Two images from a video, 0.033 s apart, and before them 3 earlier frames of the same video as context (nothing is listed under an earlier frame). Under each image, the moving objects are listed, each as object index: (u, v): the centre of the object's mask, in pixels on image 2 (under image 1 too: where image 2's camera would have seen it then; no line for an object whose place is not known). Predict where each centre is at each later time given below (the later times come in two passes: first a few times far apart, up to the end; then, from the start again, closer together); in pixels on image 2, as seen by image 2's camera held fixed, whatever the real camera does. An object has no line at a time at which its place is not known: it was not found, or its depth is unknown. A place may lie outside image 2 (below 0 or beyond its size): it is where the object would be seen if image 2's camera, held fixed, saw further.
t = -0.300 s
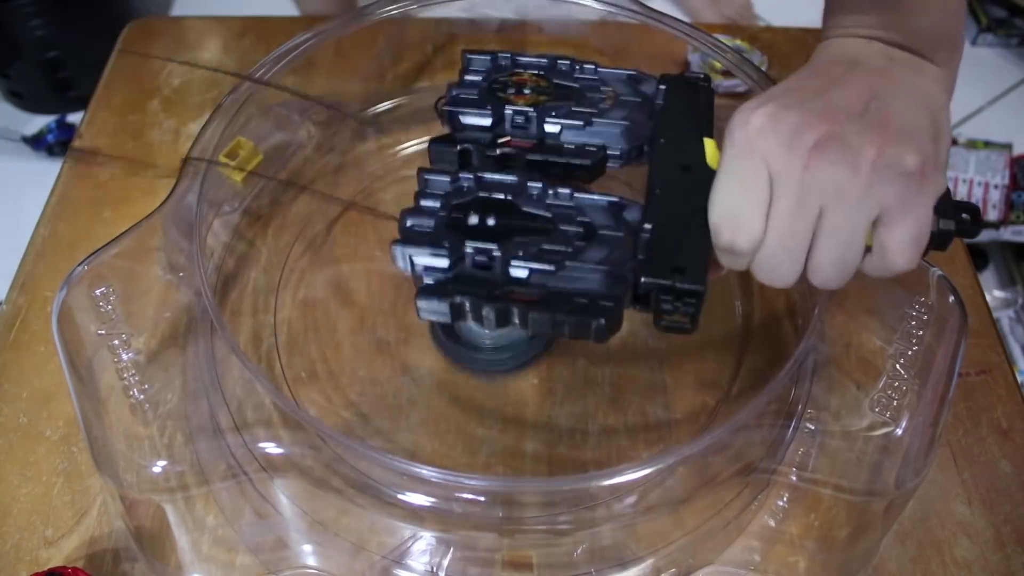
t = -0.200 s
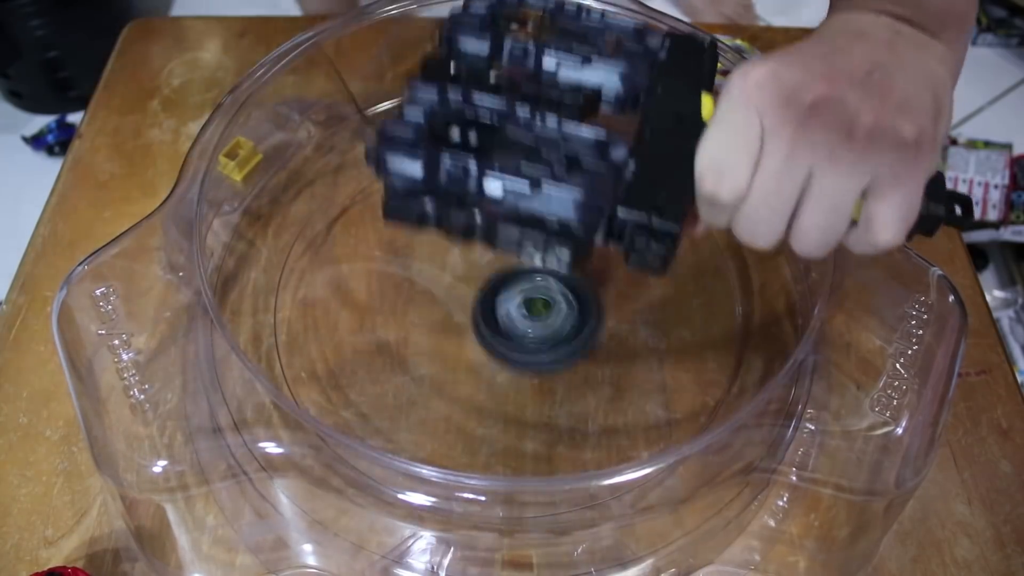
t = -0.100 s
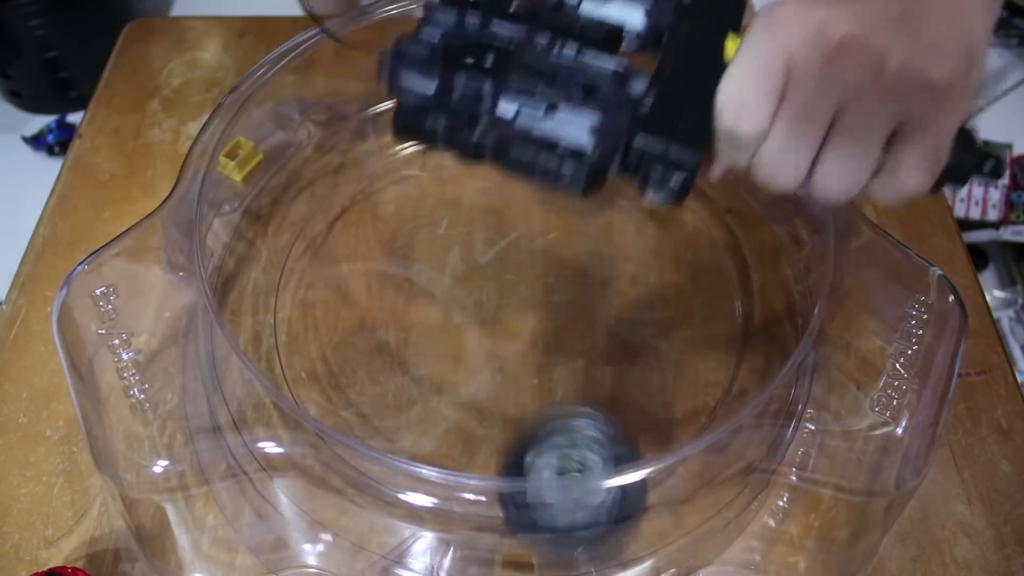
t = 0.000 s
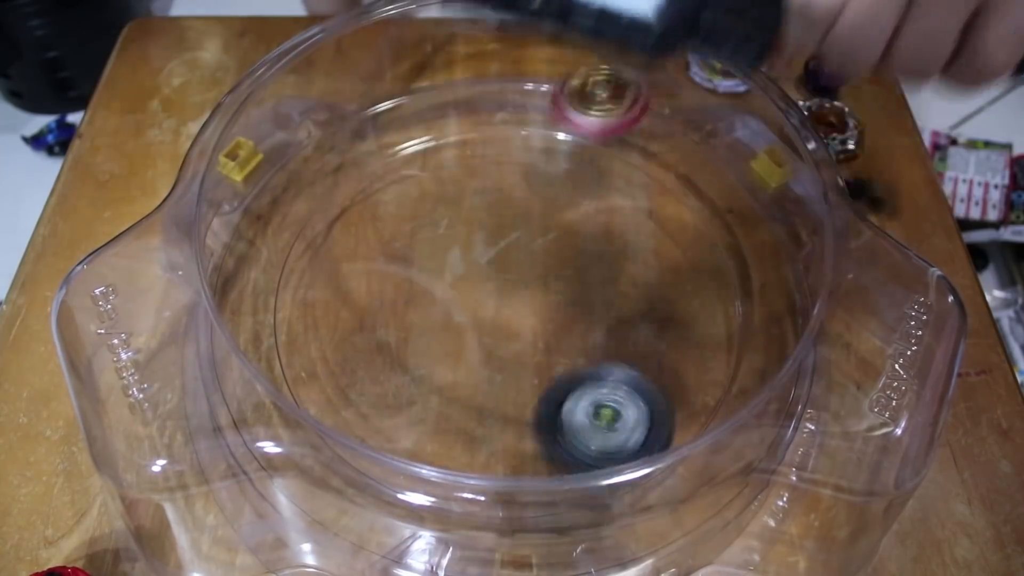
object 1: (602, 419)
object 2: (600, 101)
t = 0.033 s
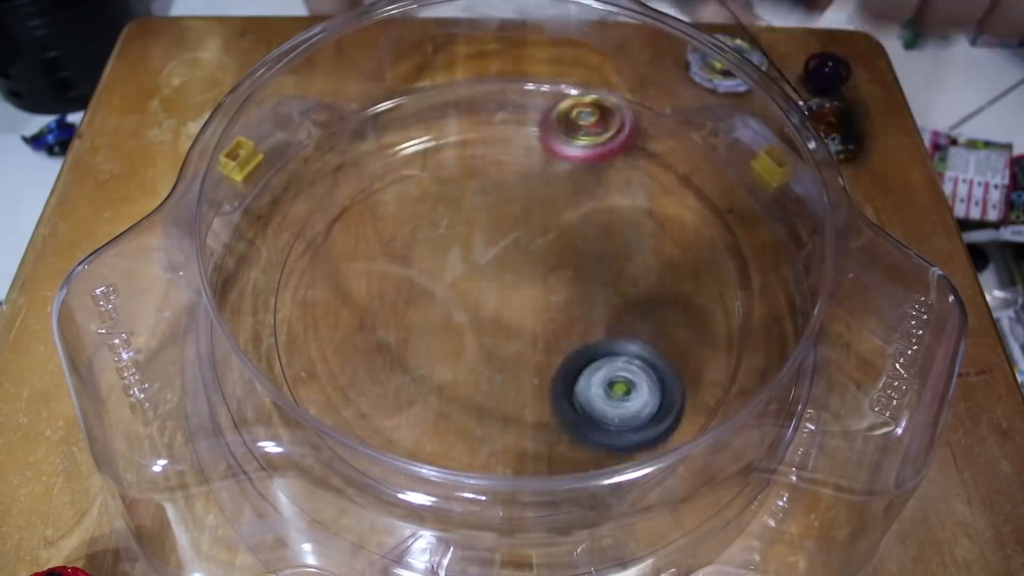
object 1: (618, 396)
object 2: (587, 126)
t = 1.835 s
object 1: (433, 94)
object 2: (317, 273)
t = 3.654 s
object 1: (456, 150)
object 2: (455, 343)
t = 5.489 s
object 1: (436, 254)
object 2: (621, 373)
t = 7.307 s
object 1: (430, 335)
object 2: (544, 306)
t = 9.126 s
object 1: (458, 257)
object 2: (574, 268)
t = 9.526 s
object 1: (451, 279)
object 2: (561, 308)
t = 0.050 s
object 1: (623, 388)
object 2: (580, 136)
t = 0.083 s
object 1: (631, 374)
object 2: (562, 167)
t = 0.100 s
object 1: (638, 347)
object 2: (553, 185)
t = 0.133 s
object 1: (650, 308)
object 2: (535, 221)
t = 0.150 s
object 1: (654, 292)
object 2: (527, 236)
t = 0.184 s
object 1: (653, 255)
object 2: (510, 272)
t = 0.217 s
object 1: (646, 220)
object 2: (496, 299)
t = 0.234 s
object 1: (637, 199)
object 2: (488, 315)
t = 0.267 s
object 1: (618, 168)
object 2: (473, 340)
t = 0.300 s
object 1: (591, 136)
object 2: (460, 360)
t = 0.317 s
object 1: (577, 125)
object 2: (454, 366)
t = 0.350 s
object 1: (540, 103)
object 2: (442, 379)
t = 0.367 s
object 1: (520, 96)
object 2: (436, 381)
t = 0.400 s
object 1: (480, 85)
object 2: (425, 382)
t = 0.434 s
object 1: (439, 80)
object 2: (416, 379)
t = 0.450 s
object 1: (415, 78)
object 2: (412, 376)
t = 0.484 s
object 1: (398, 109)
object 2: (407, 364)
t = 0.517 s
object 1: (384, 154)
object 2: (405, 349)
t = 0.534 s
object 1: (377, 178)
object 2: (406, 340)
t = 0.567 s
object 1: (360, 228)
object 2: (410, 320)
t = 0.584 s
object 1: (346, 231)
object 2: (424, 325)
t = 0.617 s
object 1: (312, 231)
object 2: (463, 341)
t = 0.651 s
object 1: (278, 244)
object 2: (501, 366)
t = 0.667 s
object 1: (269, 247)
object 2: (520, 369)
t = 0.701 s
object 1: (258, 258)
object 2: (554, 379)
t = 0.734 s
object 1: (254, 280)
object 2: (582, 384)
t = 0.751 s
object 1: (240, 289)
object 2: (596, 387)
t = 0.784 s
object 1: (235, 311)
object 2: (618, 388)
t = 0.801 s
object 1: (237, 321)
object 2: (625, 389)
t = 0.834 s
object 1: (246, 347)
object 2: (638, 388)
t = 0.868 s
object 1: (264, 373)
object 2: (642, 386)
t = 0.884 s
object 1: (277, 390)
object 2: (642, 385)
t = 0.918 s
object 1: (306, 409)
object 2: (638, 385)
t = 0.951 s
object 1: (345, 429)
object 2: (626, 384)
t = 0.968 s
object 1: (368, 437)
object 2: (618, 384)
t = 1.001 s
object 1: (416, 453)
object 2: (602, 385)
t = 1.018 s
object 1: (445, 451)
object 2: (594, 386)
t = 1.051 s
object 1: (501, 439)
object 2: (583, 385)
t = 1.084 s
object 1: (522, 453)
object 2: (591, 355)
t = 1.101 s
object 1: (532, 464)
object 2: (596, 340)
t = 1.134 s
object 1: (549, 486)
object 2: (609, 310)
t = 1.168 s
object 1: (571, 493)
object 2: (612, 281)
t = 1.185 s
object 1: (583, 491)
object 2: (613, 269)
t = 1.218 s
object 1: (605, 481)
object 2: (614, 243)
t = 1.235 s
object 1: (620, 475)
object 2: (613, 232)
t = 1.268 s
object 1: (649, 462)
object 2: (610, 215)
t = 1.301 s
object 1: (674, 440)
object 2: (607, 200)
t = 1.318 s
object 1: (683, 426)
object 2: (605, 195)
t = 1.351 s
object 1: (694, 397)
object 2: (601, 188)
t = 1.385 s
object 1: (702, 358)
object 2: (597, 186)
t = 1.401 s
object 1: (701, 336)
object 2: (595, 185)
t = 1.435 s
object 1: (696, 294)
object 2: (590, 188)
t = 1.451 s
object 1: (689, 270)
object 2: (588, 192)
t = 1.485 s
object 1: (676, 231)
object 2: (579, 198)
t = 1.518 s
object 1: (683, 204)
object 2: (545, 190)
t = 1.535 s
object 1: (683, 191)
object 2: (530, 187)
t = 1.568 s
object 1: (674, 168)
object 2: (501, 183)
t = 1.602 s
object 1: (653, 149)
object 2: (476, 182)
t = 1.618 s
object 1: (639, 143)
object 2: (465, 179)
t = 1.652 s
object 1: (605, 133)
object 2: (444, 181)
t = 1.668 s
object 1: (586, 129)
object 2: (436, 182)
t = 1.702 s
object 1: (545, 123)
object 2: (423, 185)
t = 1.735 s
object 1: (498, 120)
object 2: (415, 188)
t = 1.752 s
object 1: (477, 118)
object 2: (406, 195)
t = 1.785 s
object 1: (459, 101)
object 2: (367, 227)
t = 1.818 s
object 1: (442, 95)
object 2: (333, 257)
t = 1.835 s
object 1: (433, 94)
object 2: (317, 273)
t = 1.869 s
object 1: (409, 94)
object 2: (286, 305)
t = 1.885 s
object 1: (397, 97)
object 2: (280, 314)
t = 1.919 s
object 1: (374, 110)
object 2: (269, 340)
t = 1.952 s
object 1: (351, 129)
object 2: (260, 366)
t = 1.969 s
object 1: (341, 141)
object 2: (259, 380)
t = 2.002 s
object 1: (324, 167)
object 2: (258, 400)
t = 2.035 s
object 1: (311, 201)
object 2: (262, 416)
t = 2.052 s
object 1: (308, 221)
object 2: (265, 421)
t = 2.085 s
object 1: (306, 264)
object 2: (274, 430)
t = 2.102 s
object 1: (308, 287)
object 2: (280, 434)
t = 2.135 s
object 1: (324, 331)
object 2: (293, 437)
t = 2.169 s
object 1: (361, 345)
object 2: (293, 475)
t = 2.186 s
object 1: (383, 345)
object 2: (293, 472)
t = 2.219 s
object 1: (427, 348)
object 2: (294, 448)
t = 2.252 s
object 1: (470, 351)
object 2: (295, 418)
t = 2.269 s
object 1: (493, 352)
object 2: (296, 404)
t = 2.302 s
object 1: (537, 346)
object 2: (300, 374)
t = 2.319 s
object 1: (558, 340)
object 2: (304, 361)
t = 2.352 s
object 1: (594, 325)
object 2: (308, 336)
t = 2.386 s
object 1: (624, 303)
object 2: (316, 306)
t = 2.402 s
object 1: (638, 289)
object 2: (320, 294)
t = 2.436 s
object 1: (661, 257)
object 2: (330, 268)
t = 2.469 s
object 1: (674, 222)
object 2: (340, 246)
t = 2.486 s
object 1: (677, 207)
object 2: (346, 237)
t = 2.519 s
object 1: (677, 174)
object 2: (359, 220)
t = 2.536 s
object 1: (671, 158)
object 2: (366, 213)
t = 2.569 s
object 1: (654, 134)
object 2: (383, 201)
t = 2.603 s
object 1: (636, 113)
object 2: (403, 194)
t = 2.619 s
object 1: (627, 106)
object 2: (414, 191)
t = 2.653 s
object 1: (608, 92)
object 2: (439, 189)
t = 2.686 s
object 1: (589, 83)
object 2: (463, 193)
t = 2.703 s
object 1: (579, 79)
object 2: (476, 197)
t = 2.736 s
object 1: (560, 72)
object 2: (498, 206)
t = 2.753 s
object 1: (550, 71)
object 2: (508, 210)
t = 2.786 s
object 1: (528, 71)
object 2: (526, 222)
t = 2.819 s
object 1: (505, 74)
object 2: (543, 238)
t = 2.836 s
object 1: (494, 77)
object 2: (551, 245)
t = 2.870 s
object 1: (473, 86)
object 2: (564, 265)
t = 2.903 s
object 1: (453, 99)
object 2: (574, 285)
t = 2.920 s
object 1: (444, 107)
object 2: (579, 297)
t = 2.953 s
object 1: (425, 129)
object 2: (583, 322)
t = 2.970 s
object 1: (414, 142)
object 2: (583, 334)
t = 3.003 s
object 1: (394, 171)
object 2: (579, 360)
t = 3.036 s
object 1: (378, 204)
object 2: (570, 386)
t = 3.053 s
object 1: (374, 224)
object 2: (562, 397)
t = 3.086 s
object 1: (375, 262)
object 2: (544, 419)
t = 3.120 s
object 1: (386, 301)
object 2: (519, 431)
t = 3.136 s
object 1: (396, 323)
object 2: (505, 434)
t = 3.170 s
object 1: (419, 357)
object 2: (479, 463)
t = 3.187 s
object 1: (419, 353)
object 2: (478, 487)
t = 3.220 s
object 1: (424, 347)
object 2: (477, 529)
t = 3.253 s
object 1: (435, 345)
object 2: (477, 501)
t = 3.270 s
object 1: (442, 346)
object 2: (476, 488)
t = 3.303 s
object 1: (459, 348)
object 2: (474, 461)
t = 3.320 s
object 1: (468, 345)
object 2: (475, 440)
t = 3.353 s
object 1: (485, 317)
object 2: (472, 452)
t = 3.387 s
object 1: (500, 291)
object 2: (468, 452)
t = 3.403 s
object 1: (506, 280)
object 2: (467, 440)
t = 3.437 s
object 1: (515, 257)
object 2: (459, 436)
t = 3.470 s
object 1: (519, 236)
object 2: (448, 428)
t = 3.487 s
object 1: (518, 226)
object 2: (441, 423)
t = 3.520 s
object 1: (513, 207)
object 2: (433, 409)
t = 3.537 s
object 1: (510, 198)
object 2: (431, 400)
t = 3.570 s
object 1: (499, 181)
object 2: (432, 381)
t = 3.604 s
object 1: (483, 166)
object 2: (439, 364)
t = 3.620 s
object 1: (475, 161)
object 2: (443, 357)
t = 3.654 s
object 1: (456, 150)
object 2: (455, 343)
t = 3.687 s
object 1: (437, 145)
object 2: (472, 329)
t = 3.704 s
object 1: (427, 145)
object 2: (480, 324)
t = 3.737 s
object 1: (410, 147)
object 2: (498, 314)
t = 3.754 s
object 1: (402, 150)
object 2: (506, 310)
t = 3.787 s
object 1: (390, 158)
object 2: (524, 304)
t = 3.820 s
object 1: (380, 171)
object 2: (542, 300)
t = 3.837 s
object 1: (377, 178)
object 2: (551, 297)
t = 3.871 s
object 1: (376, 195)
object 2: (569, 295)
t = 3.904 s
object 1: (379, 215)
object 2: (583, 295)
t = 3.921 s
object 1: (383, 224)
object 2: (590, 296)
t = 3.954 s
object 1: (395, 242)
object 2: (602, 299)
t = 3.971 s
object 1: (404, 249)
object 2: (607, 301)
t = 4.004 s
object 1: (425, 264)
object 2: (615, 306)
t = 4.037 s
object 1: (454, 276)
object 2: (621, 312)
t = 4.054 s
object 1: (470, 281)
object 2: (623, 317)
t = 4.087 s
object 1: (500, 288)
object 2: (626, 325)
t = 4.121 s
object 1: (526, 288)
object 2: (631, 336)
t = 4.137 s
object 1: (526, 282)
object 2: (644, 346)
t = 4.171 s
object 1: (528, 265)
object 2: (670, 368)
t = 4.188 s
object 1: (530, 258)
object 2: (678, 375)
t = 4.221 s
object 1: (532, 246)
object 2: (689, 386)
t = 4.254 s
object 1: (531, 233)
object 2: (689, 394)
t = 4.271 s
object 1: (530, 228)
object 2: (686, 397)
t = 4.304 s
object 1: (525, 218)
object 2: (683, 408)
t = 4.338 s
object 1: (518, 209)
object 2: (663, 409)
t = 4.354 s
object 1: (514, 205)
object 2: (655, 411)
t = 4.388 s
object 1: (506, 201)
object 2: (635, 416)
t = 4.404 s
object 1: (502, 199)
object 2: (624, 416)
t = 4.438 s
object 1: (493, 197)
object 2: (602, 415)
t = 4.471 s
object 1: (485, 197)
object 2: (578, 407)
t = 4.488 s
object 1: (481, 197)
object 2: (566, 401)
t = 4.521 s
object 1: (473, 201)
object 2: (547, 389)
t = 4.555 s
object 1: (466, 206)
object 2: (532, 373)
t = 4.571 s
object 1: (464, 209)
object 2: (526, 365)
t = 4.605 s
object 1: (460, 217)
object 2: (518, 347)
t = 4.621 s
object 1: (459, 221)
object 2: (516, 338)
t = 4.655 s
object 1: (459, 231)
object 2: (513, 322)
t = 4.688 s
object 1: (450, 220)
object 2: (527, 327)
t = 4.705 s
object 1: (442, 207)
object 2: (540, 337)
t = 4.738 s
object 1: (429, 189)
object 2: (561, 351)
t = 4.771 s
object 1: (418, 177)
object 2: (577, 362)
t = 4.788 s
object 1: (413, 174)
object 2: (583, 364)
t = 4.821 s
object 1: (404, 174)
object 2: (592, 367)
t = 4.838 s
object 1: (399, 177)
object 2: (594, 367)
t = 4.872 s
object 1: (390, 187)
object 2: (591, 364)
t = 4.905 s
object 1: (385, 197)
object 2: (584, 359)
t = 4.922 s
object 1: (383, 204)
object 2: (581, 355)
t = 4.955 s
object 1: (384, 217)
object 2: (574, 347)
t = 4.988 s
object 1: (389, 229)
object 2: (566, 339)
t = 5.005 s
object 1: (392, 235)
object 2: (563, 336)
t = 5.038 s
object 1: (405, 248)
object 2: (557, 330)
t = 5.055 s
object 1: (412, 254)
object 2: (554, 328)
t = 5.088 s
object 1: (431, 265)
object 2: (549, 324)
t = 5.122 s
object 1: (448, 272)
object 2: (553, 323)
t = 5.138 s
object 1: (437, 265)
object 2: (579, 329)
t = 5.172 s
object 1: (416, 250)
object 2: (627, 342)
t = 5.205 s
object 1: (403, 240)
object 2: (667, 349)
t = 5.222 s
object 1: (399, 236)
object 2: (686, 353)
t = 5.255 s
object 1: (396, 233)
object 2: (710, 358)
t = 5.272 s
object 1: (397, 233)
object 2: (719, 360)
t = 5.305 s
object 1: (399, 234)
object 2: (723, 362)
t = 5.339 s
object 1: (402, 237)
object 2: (714, 366)
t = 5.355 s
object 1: (404, 239)
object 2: (707, 370)
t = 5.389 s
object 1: (409, 243)
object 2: (688, 372)
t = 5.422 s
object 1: (416, 247)
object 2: (666, 374)
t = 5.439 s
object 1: (420, 249)
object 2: (654, 375)
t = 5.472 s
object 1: (430, 253)
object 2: (632, 374)
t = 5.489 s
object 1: (436, 254)
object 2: (621, 373)
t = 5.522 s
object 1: (448, 258)
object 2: (597, 370)
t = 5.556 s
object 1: (460, 260)
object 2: (580, 364)
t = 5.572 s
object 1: (466, 260)
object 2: (571, 359)
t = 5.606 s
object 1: (477, 259)
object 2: (557, 348)
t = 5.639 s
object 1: (486, 255)
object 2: (548, 339)
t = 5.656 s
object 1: (486, 248)
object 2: (549, 338)
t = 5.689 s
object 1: (484, 235)
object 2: (549, 335)
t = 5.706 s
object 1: (484, 231)
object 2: (548, 333)
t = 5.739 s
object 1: (484, 222)
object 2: (548, 330)
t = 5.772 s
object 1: (484, 217)
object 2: (549, 324)
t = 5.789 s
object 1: (484, 213)
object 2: (550, 319)
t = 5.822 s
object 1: (483, 209)
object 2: (551, 311)
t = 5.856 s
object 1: (482, 206)
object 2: (553, 300)
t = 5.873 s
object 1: (481, 205)
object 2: (554, 295)
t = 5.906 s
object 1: (480, 203)
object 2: (558, 286)
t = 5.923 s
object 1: (480, 203)
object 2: (560, 282)
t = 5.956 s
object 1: (481, 202)
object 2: (564, 276)
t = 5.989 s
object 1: (481, 202)
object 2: (567, 273)
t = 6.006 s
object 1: (481, 201)
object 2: (568, 272)
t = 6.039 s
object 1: (482, 202)
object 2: (569, 271)
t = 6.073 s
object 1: (483, 204)
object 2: (568, 271)
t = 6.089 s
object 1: (484, 206)
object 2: (568, 272)
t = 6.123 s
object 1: (486, 209)
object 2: (566, 274)
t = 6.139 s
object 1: (486, 209)
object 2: (567, 276)
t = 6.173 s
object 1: (484, 209)
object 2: (569, 282)
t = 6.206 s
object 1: (483, 211)
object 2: (571, 287)
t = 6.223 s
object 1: (483, 213)
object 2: (572, 289)
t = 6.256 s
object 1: (484, 217)
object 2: (575, 290)
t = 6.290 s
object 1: (485, 221)
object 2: (574, 290)
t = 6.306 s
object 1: (487, 223)
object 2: (572, 288)
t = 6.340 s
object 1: (483, 224)
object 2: (574, 290)
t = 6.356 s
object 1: (480, 223)
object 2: (576, 290)
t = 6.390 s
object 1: (477, 224)
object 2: (579, 289)
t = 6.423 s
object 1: (476, 228)
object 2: (579, 286)
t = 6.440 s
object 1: (476, 231)
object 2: (577, 285)
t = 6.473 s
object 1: (474, 234)
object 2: (572, 282)
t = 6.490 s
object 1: (470, 235)
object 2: (573, 282)
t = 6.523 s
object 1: (464, 238)
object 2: (572, 283)
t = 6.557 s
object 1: (461, 243)
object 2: (569, 287)
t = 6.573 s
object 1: (460, 245)
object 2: (566, 289)
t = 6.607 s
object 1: (460, 250)
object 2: (561, 291)
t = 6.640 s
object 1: (450, 252)
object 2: (565, 297)
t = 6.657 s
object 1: (446, 253)
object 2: (566, 300)
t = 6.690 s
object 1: (442, 258)
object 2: (565, 305)
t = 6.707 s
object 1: (441, 260)
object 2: (565, 307)
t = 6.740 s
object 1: (441, 267)
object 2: (562, 308)
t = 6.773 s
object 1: (443, 273)
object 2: (560, 308)
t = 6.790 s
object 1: (445, 277)
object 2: (558, 307)
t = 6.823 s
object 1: (445, 281)
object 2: (559, 307)
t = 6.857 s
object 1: (441, 284)
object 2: (563, 309)
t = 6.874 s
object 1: (441, 285)
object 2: (565, 310)
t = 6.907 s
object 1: (441, 290)
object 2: (566, 311)
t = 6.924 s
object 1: (442, 292)
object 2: (566, 310)
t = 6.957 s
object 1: (444, 296)
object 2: (565, 309)
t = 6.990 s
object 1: (447, 300)
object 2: (561, 306)
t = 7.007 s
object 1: (446, 302)
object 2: (561, 305)
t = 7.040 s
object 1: (445, 306)
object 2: (561, 302)
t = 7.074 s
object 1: (444, 309)
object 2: (558, 300)
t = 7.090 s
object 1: (444, 310)
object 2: (555, 300)
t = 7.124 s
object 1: (441, 313)
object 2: (553, 300)
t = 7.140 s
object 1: (439, 314)
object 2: (551, 300)
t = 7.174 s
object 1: (437, 317)
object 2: (547, 301)
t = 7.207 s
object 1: (436, 320)
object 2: (543, 301)
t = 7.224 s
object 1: (435, 322)
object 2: (542, 301)
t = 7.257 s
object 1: (431, 327)
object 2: (543, 303)
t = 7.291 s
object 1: (430, 332)
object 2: (544, 305)
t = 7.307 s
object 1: (430, 335)
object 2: (544, 306)
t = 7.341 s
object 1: (430, 339)
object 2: (544, 308)
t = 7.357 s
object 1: (431, 341)
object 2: (544, 309)
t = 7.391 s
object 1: (434, 344)
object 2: (544, 310)
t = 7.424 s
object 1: (437, 347)
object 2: (543, 310)
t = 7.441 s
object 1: (440, 348)
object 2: (543, 310)
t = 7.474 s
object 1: (445, 349)
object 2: (542, 310)
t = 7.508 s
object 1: (439, 355)
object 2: (552, 303)
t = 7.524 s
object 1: (429, 361)
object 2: (564, 294)
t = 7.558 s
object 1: (420, 369)
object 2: (584, 279)
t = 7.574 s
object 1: (419, 372)
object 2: (590, 273)
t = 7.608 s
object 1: (421, 376)
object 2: (602, 264)
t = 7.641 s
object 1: (428, 380)
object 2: (608, 259)
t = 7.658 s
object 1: (432, 381)
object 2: (610, 258)
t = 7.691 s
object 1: (441, 382)
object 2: (611, 258)
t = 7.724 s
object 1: (451, 382)
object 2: (612, 260)
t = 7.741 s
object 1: (456, 380)
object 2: (612, 261)
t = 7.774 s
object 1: (466, 377)
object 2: (613, 263)
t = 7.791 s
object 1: (472, 374)
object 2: (614, 264)
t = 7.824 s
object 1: (482, 367)
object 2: (614, 266)
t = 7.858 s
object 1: (492, 358)
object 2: (614, 268)
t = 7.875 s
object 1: (496, 354)
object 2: (614, 268)
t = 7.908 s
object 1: (506, 343)
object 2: (614, 270)
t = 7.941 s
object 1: (514, 332)
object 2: (613, 271)
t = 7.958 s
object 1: (518, 325)
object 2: (613, 272)
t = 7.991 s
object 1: (515, 316)
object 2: (618, 269)
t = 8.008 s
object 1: (511, 313)
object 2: (623, 264)
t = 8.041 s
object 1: (505, 307)
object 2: (628, 258)
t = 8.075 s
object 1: (499, 300)
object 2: (628, 255)
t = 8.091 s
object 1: (496, 297)
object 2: (626, 255)
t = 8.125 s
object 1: (491, 289)
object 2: (620, 255)
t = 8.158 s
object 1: (487, 282)
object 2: (612, 258)
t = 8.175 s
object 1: (485, 279)
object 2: (607, 260)
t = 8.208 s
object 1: (482, 274)
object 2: (599, 265)
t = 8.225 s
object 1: (480, 271)
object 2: (594, 267)
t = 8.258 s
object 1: (477, 266)
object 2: (586, 272)
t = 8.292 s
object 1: (473, 261)
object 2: (579, 278)
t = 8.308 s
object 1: (470, 259)
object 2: (578, 281)
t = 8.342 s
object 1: (465, 255)
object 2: (575, 286)
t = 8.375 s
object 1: (461, 252)
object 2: (571, 290)
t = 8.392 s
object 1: (459, 251)
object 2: (569, 290)
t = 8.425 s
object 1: (456, 249)
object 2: (564, 290)
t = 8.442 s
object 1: (454, 248)
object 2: (562, 289)
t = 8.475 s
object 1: (452, 246)
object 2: (556, 286)
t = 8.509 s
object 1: (448, 244)
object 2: (554, 281)
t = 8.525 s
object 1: (443, 242)
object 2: (553, 280)
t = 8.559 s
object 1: (437, 240)
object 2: (554, 276)
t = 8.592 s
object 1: (434, 240)
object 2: (555, 273)
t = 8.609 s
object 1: (433, 240)
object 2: (556, 272)
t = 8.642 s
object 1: (432, 241)
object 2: (556, 269)
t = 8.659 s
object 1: (432, 241)
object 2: (556, 268)
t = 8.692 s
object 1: (433, 243)
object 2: (556, 265)
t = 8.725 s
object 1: (435, 244)
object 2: (557, 263)
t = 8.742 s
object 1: (436, 245)
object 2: (557, 261)
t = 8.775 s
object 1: (440, 247)
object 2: (557, 259)
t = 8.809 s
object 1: (444, 248)
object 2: (556, 257)
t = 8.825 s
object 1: (447, 249)
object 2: (555, 256)
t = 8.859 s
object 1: (449, 249)
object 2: (559, 254)
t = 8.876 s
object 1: (450, 250)
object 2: (560, 254)
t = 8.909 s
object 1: (451, 250)
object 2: (565, 252)
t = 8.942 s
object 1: (452, 250)
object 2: (569, 253)
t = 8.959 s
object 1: (454, 251)
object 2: (570, 253)
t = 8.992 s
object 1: (457, 253)
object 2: (570, 255)
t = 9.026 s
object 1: (460, 254)
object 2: (569, 257)
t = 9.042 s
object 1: (458, 254)
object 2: (572, 258)
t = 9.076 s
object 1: (457, 255)
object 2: (576, 262)
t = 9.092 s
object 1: (457, 256)
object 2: (576, 264)
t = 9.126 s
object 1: (458, 257)
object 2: (574, 268)
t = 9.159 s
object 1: (459, 259)
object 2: (570, 272)
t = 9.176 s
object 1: (458, 259)
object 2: (569, 273)
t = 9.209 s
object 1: (453, 260)
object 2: (572, 278)
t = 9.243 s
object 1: (450, 261)
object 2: (572, 281)
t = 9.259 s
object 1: (450, 262)
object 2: (571, 282)
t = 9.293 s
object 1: (451, 264)
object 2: (569, 285)
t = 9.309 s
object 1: (451, 265)
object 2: (567, 287)
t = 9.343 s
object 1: (453, 268)
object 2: (564, 290)
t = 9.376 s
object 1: (454, 270)
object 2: (565, 293)
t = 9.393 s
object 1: (454, 271)
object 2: (564, 294)
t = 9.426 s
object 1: (452, 273)
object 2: (567, 297)
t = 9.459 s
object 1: (449, 275)
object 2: (568, 302)
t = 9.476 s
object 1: (449, 276)
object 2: (566, 304)
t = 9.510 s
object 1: (450, 278)
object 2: (563, 307)
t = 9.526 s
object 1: (451, 279)
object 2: (561, 308)
